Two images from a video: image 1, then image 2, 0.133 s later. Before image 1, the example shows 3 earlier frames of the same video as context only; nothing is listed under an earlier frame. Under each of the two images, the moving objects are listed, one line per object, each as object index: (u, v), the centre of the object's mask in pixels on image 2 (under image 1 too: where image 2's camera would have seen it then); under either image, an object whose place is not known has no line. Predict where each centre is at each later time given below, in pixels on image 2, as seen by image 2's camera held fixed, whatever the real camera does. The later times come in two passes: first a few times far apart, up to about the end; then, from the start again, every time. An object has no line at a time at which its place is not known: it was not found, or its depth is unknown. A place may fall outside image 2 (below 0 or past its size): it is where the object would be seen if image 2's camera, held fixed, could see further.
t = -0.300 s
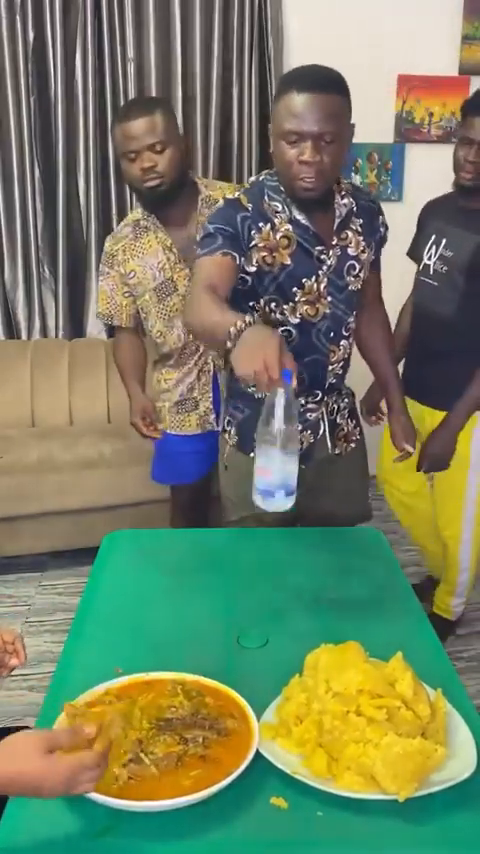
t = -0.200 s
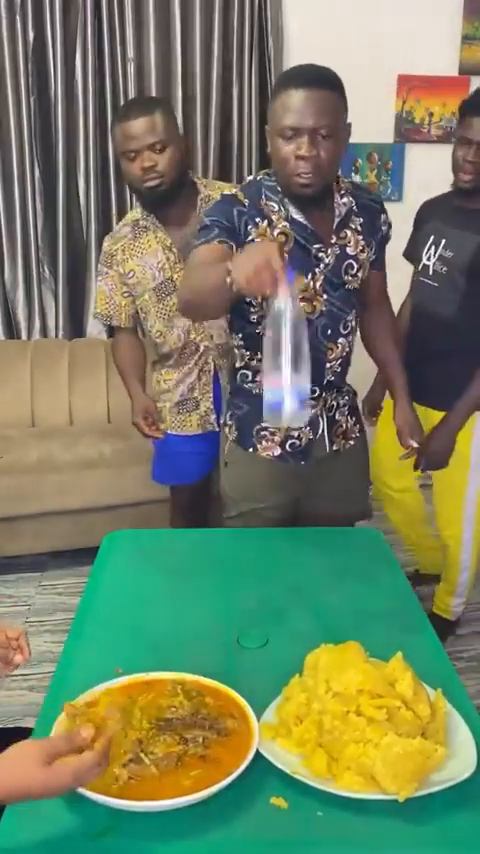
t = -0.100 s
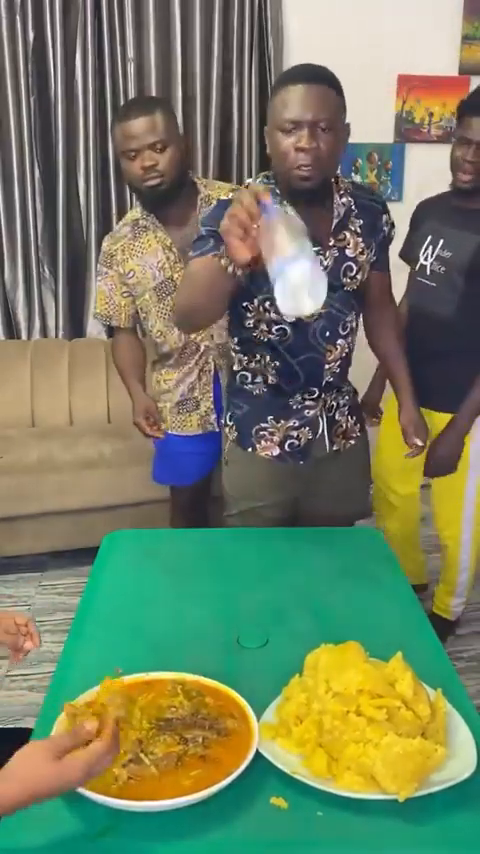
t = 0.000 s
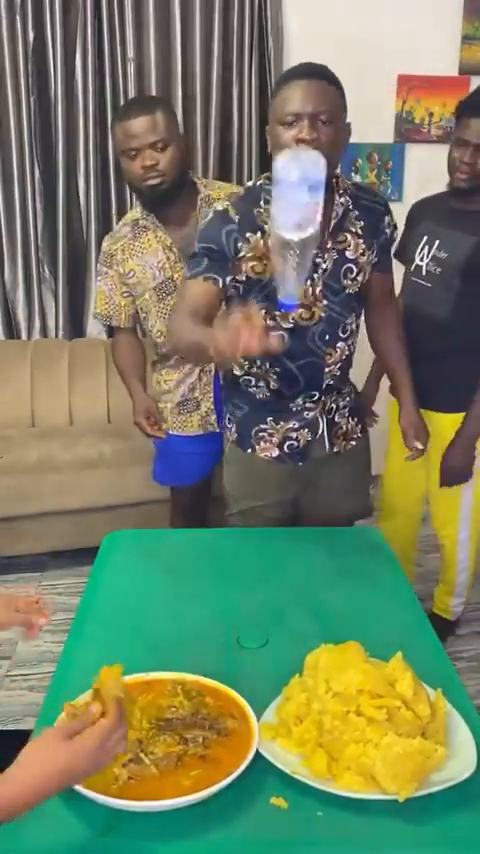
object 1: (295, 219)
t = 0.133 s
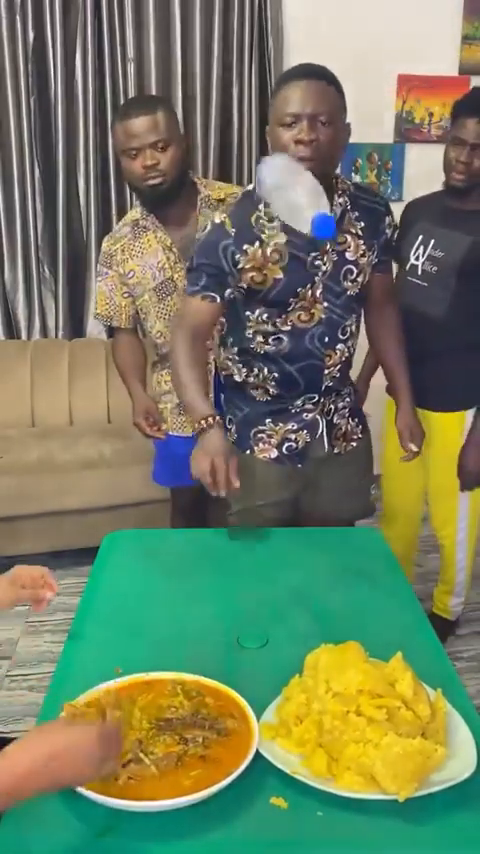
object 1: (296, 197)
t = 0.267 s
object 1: (293, 308)
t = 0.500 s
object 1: (298, 589)
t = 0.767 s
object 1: (285, 602)
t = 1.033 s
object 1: (265, 607)
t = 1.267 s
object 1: (244, 611)
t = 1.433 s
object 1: (229, 616)
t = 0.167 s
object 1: (294, 212)
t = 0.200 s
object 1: (294, 237)
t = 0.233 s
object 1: (293, 271)
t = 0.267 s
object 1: (293, 308)
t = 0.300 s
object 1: (293, 353)
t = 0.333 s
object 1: (293, 399)
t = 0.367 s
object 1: (292, 453)
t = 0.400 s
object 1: (291, 507)
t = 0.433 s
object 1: (291, 559)
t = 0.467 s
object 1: (297, 569)
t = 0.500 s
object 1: (298, 589)
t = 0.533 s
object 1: (295, 595)
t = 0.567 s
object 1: (295, 594)
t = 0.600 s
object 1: (293, 595)
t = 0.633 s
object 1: (293, 596)
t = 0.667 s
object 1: (290, 599)
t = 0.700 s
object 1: (288, 600)
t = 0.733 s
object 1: (286, 601)
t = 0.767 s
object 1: (285, 602)
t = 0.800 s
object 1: (284, 602)
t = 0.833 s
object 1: (281, 602)
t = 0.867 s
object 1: (279, 602)
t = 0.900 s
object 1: (276, 603)
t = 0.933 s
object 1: (273, 604)
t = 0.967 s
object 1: (271, 606)
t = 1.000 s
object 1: (268, 607)
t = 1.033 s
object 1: (265, 607)
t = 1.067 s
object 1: (262, 608)
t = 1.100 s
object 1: (258, 608)
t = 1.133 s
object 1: (255, 609)
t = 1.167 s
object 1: (252, 609)
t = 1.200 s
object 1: (250, 610)
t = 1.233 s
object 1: (247, 611)
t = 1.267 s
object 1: (244, 611)
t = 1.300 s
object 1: (241, 612)
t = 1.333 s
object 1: (238, 612)
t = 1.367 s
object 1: (235, 614)
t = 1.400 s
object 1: (232, 614)
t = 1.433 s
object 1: (229, 616)
